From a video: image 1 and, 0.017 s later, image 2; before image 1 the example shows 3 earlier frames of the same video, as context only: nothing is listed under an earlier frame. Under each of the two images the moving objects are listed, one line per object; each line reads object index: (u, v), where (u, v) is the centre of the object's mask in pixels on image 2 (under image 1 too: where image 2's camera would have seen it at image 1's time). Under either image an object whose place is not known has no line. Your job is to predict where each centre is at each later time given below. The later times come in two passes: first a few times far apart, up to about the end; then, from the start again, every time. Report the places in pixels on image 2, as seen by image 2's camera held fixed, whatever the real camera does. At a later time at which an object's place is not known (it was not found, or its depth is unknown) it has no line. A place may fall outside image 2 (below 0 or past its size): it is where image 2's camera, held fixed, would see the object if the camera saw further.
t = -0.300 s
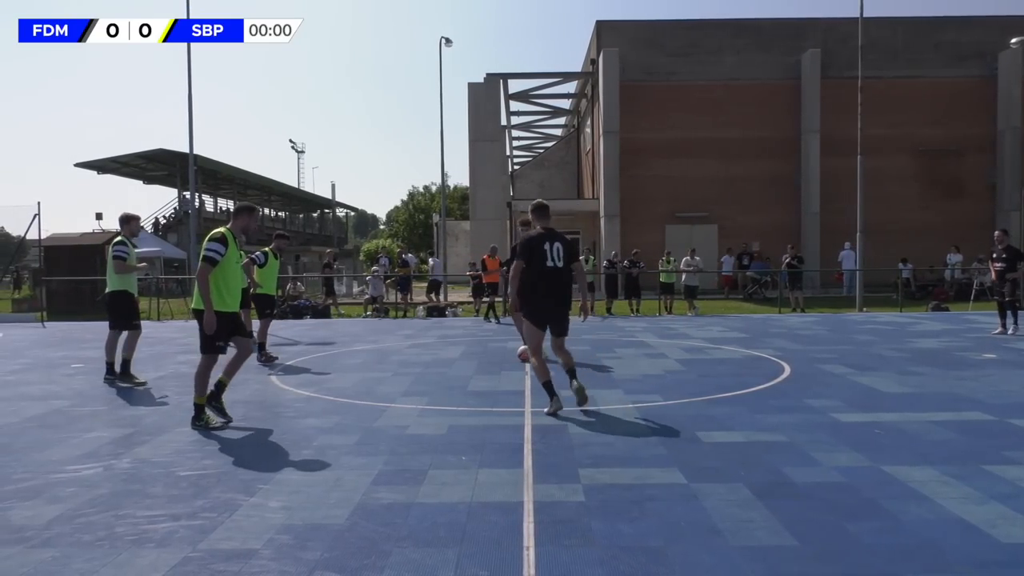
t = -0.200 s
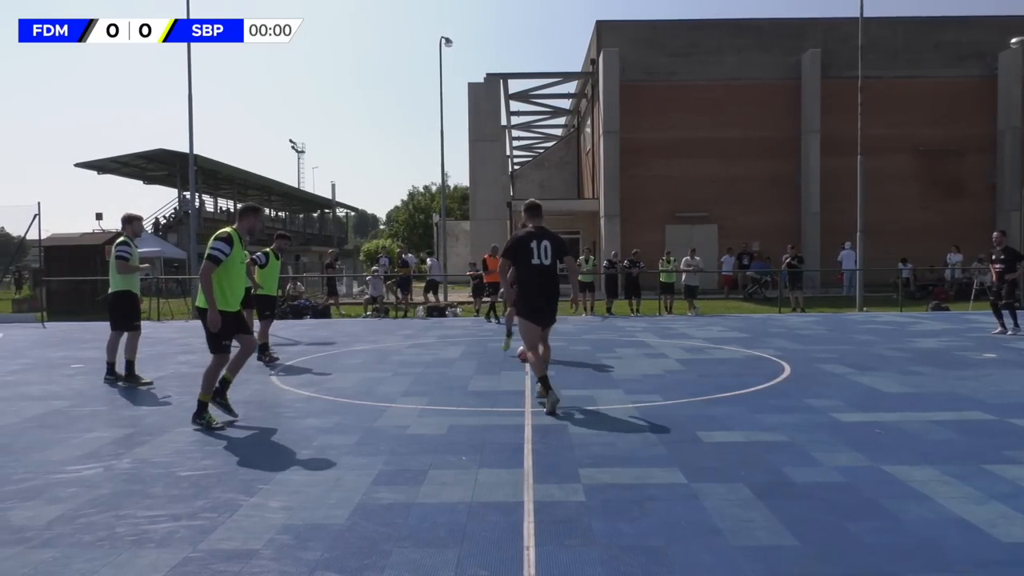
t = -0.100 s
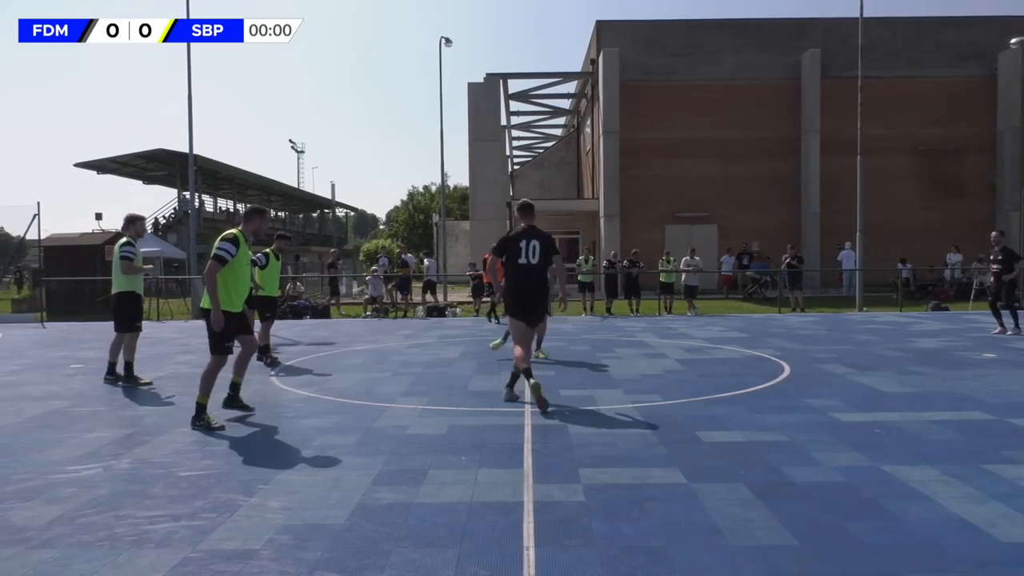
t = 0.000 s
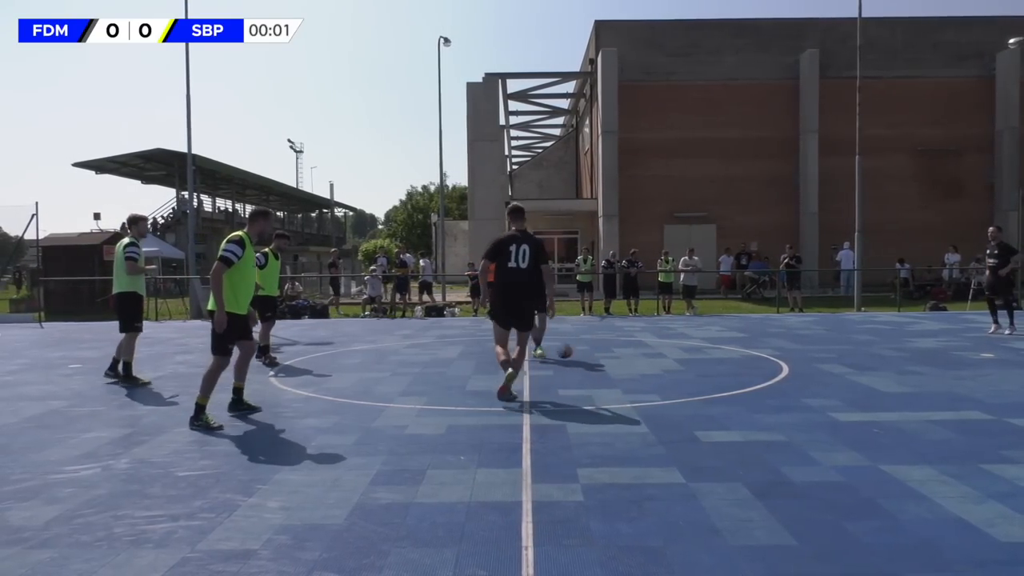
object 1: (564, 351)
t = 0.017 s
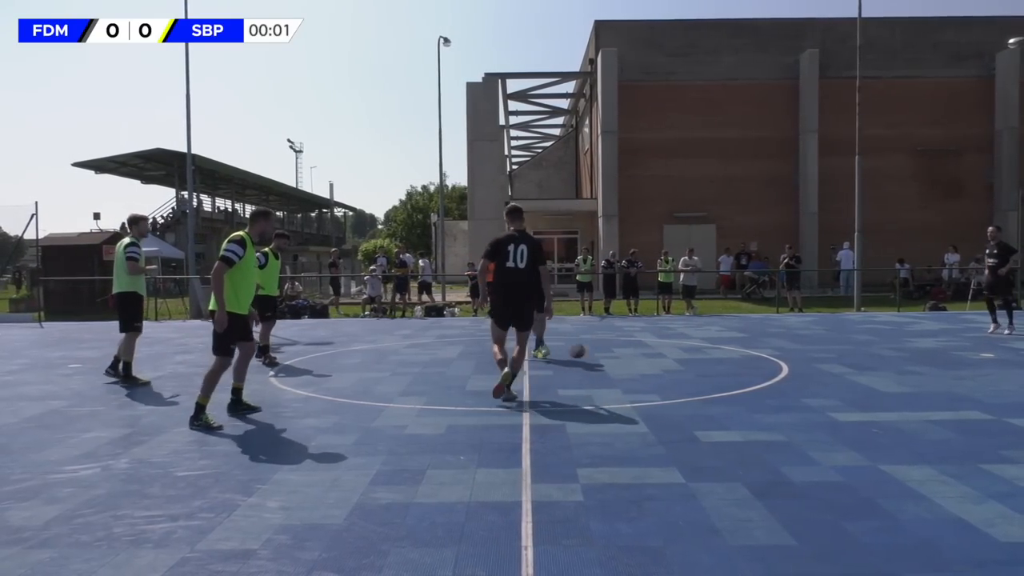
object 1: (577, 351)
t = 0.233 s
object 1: (763, 365)
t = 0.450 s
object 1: (939, 374)
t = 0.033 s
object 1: (590, 350)
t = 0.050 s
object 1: (603, 350)
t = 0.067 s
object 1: (617, 350)
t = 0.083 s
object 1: (630, 351)
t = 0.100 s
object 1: (644, 352)
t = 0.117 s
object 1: (659, 353)
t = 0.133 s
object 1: (673, 354)
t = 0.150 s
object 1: (687, 356)
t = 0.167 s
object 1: (702, 357)
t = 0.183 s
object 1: (718, 359)
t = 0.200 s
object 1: (734, 362)
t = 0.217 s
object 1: (749, 364)
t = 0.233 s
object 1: (763, 365)
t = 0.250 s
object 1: (777, 365)
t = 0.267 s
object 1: (789, 365)
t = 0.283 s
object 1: (803, 366)
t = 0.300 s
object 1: (817, 366)
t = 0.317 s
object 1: (831, 367)
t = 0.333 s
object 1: (845, 368)
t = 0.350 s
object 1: (859, 369)
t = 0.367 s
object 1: (873, 371)
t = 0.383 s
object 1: (887, 372)
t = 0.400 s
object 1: (900, 372)
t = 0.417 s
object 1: (913, 373)
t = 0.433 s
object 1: (926, 373)
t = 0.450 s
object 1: (939, 374)
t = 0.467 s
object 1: (952, 375)
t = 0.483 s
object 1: (966, 376)
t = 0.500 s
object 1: (978, 377)
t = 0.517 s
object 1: (991, 377)
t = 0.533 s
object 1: (1004, 378)
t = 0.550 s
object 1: (1017, 379)
